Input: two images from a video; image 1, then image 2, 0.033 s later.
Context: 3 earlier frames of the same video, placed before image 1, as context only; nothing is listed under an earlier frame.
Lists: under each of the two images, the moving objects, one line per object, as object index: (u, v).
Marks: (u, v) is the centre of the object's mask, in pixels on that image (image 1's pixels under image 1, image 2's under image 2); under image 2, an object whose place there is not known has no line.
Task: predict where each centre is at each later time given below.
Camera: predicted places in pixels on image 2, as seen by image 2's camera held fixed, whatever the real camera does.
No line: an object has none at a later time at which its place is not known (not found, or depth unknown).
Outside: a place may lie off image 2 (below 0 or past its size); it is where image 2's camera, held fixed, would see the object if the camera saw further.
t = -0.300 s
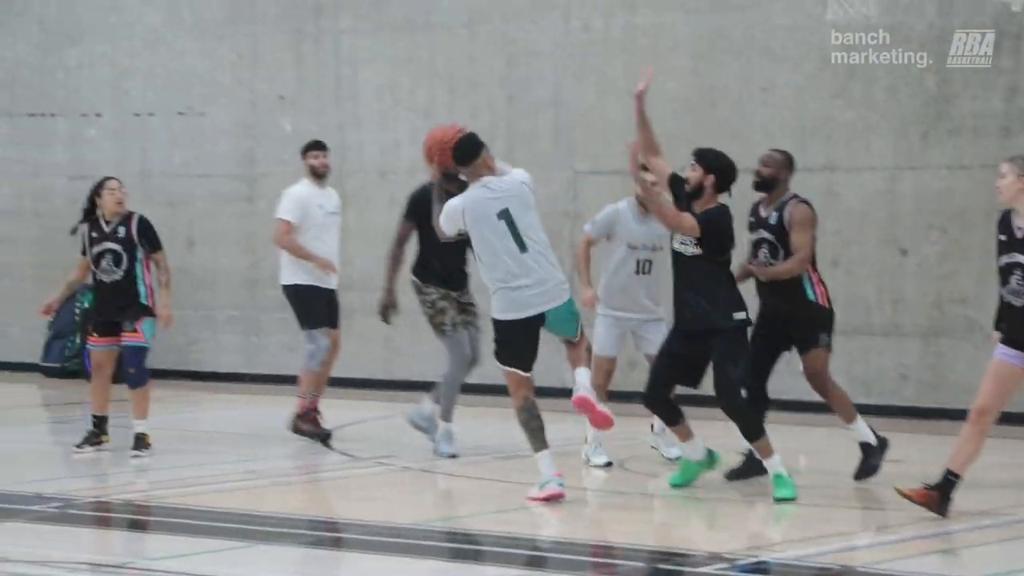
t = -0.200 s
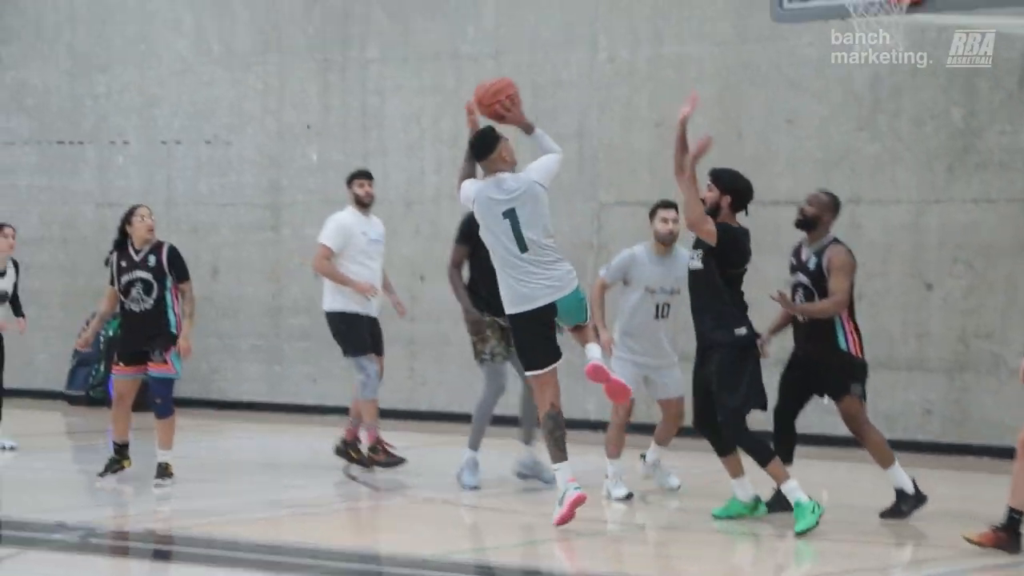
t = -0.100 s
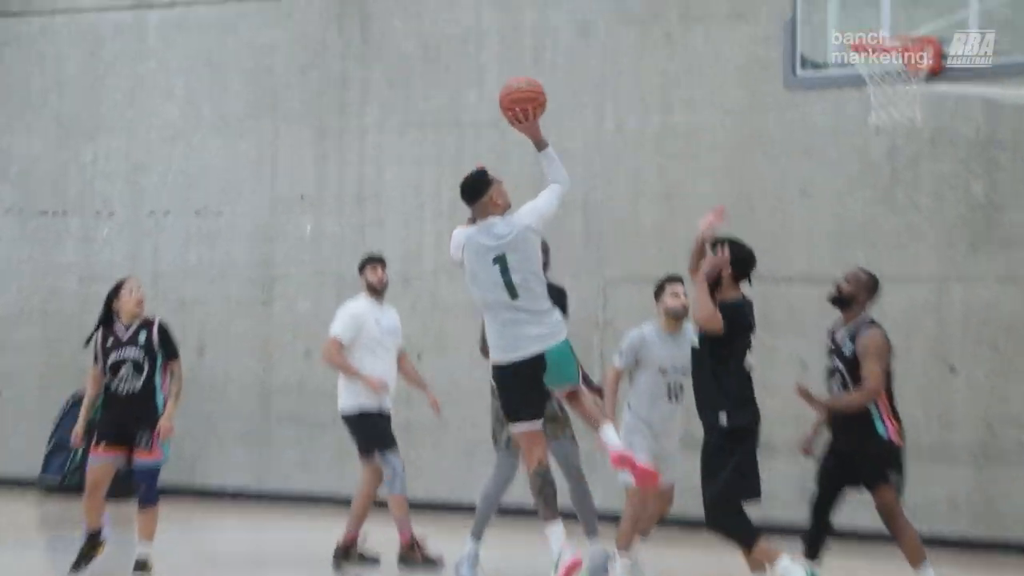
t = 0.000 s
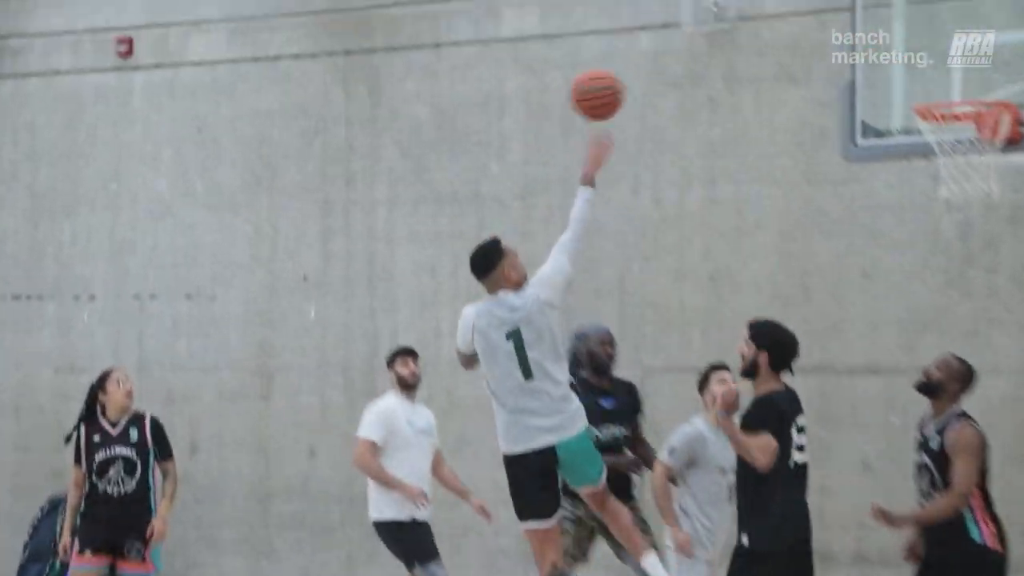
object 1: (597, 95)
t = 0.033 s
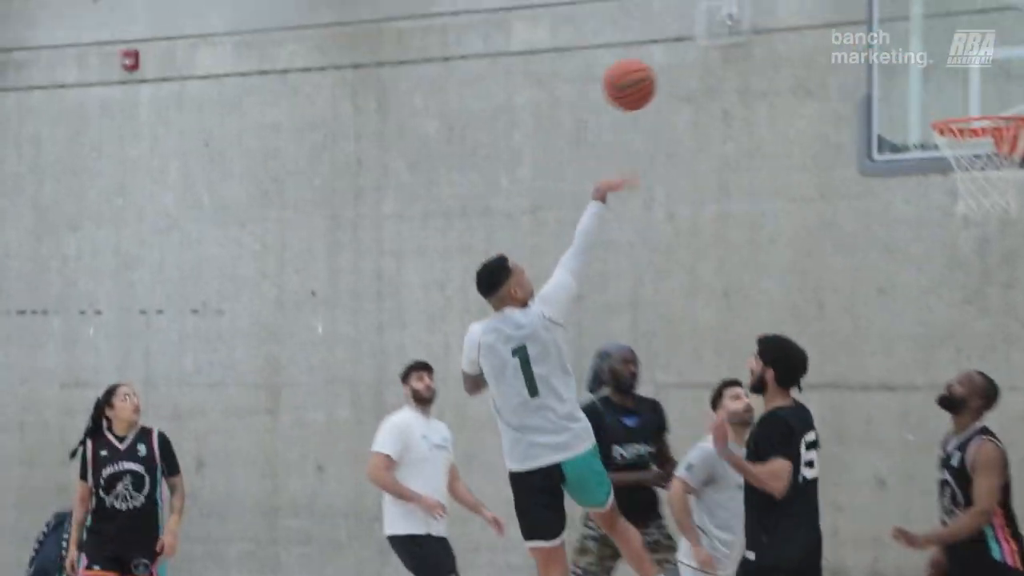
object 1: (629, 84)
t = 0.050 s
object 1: (640, 72)
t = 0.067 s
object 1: (651, 61)
